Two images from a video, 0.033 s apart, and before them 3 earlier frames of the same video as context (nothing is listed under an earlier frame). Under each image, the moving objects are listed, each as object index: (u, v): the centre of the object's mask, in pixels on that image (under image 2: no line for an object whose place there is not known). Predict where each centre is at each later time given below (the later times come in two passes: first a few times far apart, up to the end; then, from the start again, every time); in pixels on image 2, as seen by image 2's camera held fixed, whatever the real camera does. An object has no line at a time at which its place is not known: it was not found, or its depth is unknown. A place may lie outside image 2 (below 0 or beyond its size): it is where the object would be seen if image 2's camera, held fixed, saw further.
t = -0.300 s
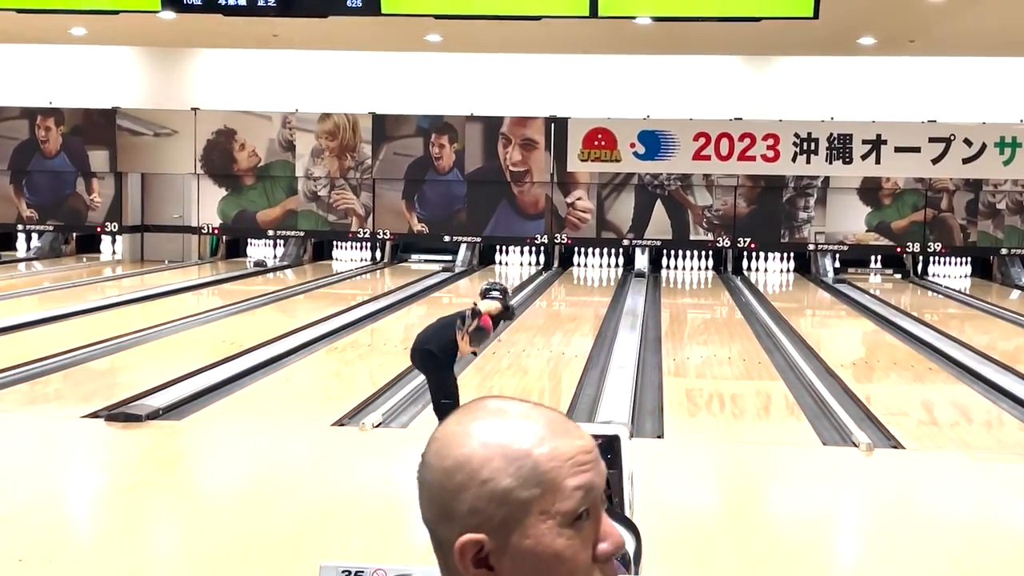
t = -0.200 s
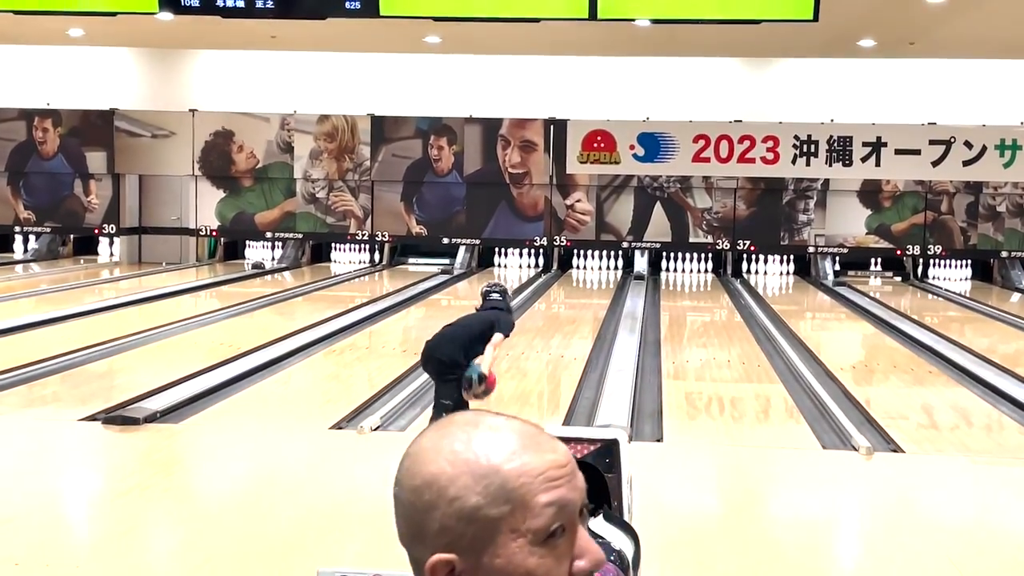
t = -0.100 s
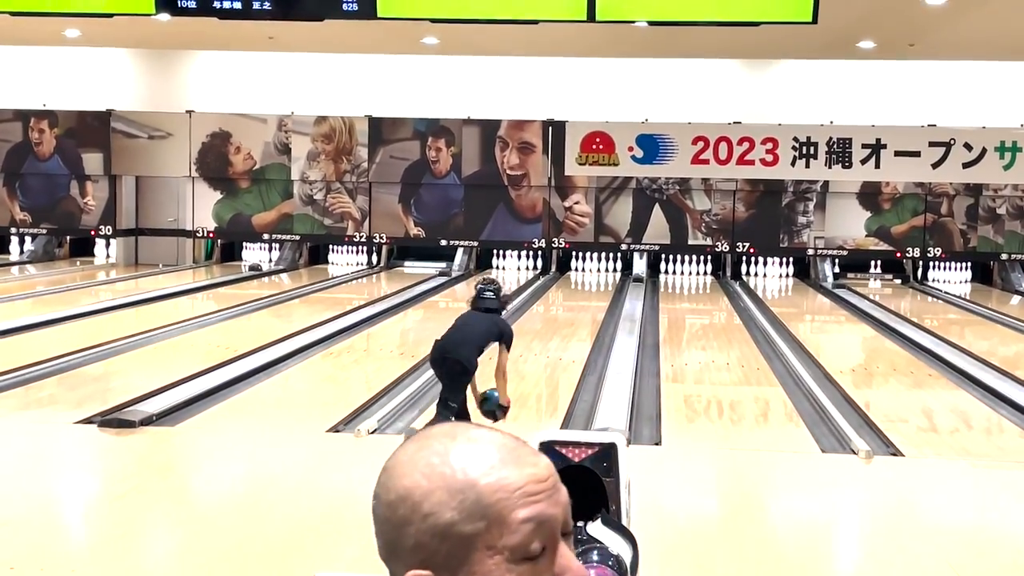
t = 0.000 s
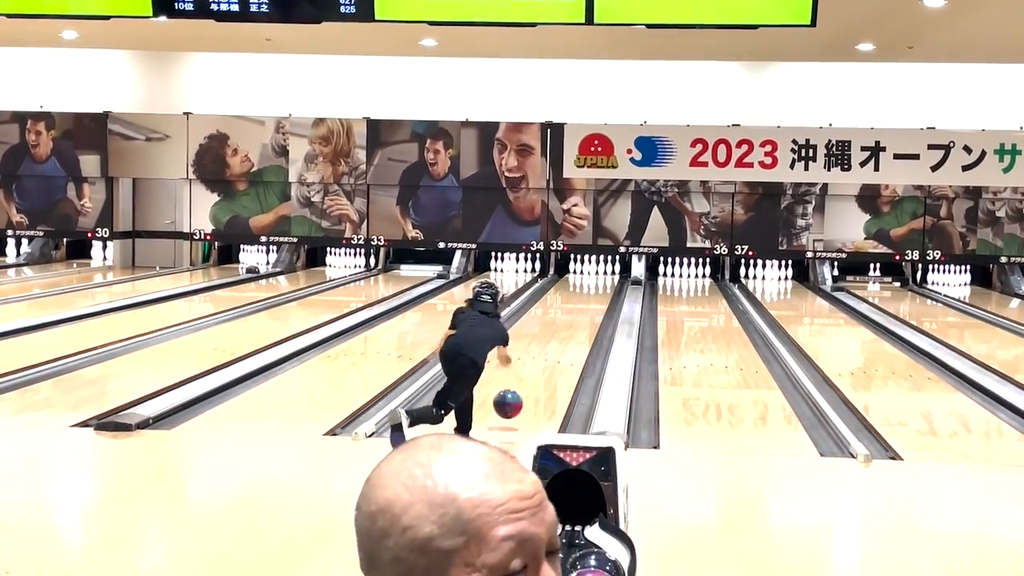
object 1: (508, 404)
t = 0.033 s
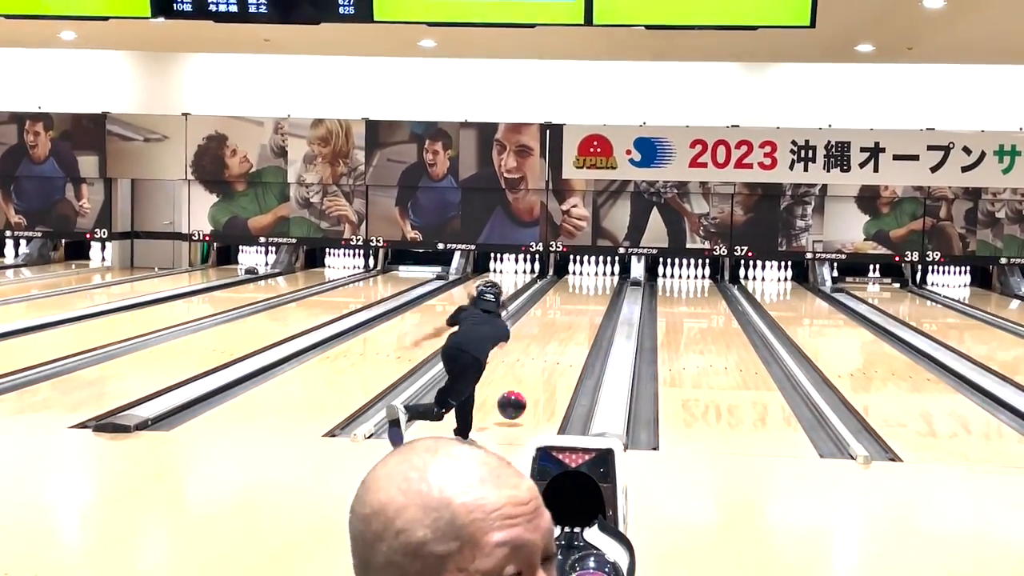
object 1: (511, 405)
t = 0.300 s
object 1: (542, 375)
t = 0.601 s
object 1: (566, 349)
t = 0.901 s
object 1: (581, 332)
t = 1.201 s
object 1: (591, 321)
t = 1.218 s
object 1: (591, 320)
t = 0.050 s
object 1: (514, 405)
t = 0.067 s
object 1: (516, 405)
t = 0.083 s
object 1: (518, 402)
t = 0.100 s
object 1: (520, 399)
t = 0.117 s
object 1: (522, 396)
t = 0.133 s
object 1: (524, 394)
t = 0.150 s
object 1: (526, 392)
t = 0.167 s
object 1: (528, 390)
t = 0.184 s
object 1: (530, 389)
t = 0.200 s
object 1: (532, 386)
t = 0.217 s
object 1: (534, 384)
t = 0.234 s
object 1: (535, 382)
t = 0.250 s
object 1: (537, 380)
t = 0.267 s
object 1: (539, 378)
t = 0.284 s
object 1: (541, 376)
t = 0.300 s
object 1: (542, 375)
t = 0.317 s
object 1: (544, 373)
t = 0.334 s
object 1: (545, 371)
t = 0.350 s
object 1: (547, 369)
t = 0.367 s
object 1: (548, 368)
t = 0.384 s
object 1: (550, 366)
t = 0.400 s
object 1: (551, 365)
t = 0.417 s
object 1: (552, 363)
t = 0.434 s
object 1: (554, 361)
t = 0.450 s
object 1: (555, 360)
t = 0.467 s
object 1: (556, 359)
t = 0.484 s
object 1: (558, 357)
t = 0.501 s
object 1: (559, 356)
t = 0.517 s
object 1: (560, 355)
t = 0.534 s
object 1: (561, 353)
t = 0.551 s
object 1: (562, 352)
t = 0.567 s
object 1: (563, 351)
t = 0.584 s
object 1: (565, 350)
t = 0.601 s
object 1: (566, 349)
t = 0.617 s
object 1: (567, 348)
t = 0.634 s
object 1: (568, 346)
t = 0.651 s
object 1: (569, 346)
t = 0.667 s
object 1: (570, 344)
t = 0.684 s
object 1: (571, 343)
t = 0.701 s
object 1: (572, 343)
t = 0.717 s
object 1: (573, 342)
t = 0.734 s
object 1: (574, 341)
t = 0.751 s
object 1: (574, 340)
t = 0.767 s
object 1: (575, 339)
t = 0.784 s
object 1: (576, 338)
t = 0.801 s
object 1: (577, 337)
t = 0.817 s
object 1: (578, 336)
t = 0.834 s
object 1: (578, 335)
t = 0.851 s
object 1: (579, 335)
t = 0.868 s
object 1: (580, 334)
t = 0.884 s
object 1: (581, 333)
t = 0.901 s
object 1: (581, 332)
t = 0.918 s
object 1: (582, 332)
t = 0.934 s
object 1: (583, 331)
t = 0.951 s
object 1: (583, 330)
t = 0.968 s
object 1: (584, 329)
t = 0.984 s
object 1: (585, 329)
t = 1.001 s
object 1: (585, 328)
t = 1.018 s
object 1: (586, 328)
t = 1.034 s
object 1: (586, 327)
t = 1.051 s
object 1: (587, 326)
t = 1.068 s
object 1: (587, 325)
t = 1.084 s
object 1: (588, 325)
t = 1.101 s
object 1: (588, 324)
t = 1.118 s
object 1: (589, 324)
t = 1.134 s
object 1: (589, 323)
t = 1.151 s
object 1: (589, 323)
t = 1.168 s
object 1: (590, 322)
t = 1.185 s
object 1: (590, 321)
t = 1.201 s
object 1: (591, 321)
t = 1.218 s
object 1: (591, 320)
